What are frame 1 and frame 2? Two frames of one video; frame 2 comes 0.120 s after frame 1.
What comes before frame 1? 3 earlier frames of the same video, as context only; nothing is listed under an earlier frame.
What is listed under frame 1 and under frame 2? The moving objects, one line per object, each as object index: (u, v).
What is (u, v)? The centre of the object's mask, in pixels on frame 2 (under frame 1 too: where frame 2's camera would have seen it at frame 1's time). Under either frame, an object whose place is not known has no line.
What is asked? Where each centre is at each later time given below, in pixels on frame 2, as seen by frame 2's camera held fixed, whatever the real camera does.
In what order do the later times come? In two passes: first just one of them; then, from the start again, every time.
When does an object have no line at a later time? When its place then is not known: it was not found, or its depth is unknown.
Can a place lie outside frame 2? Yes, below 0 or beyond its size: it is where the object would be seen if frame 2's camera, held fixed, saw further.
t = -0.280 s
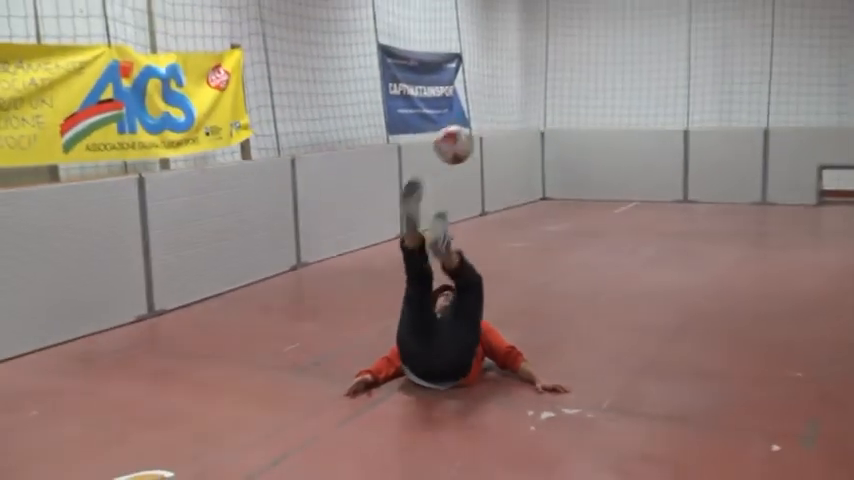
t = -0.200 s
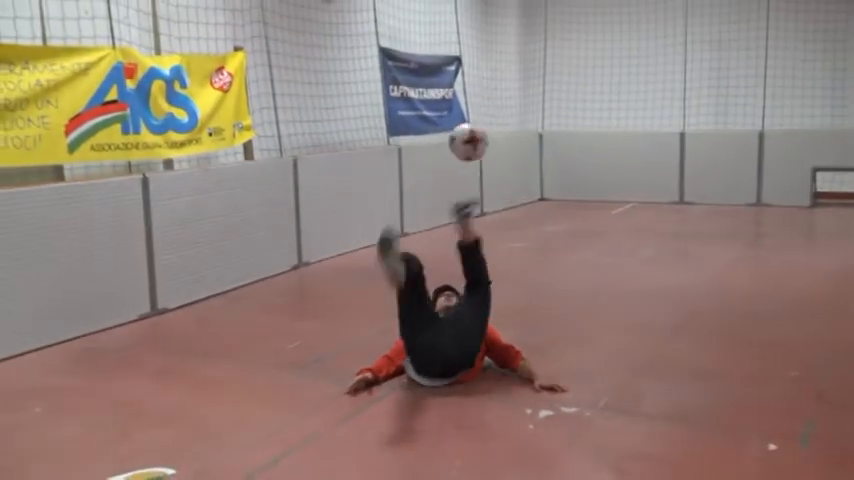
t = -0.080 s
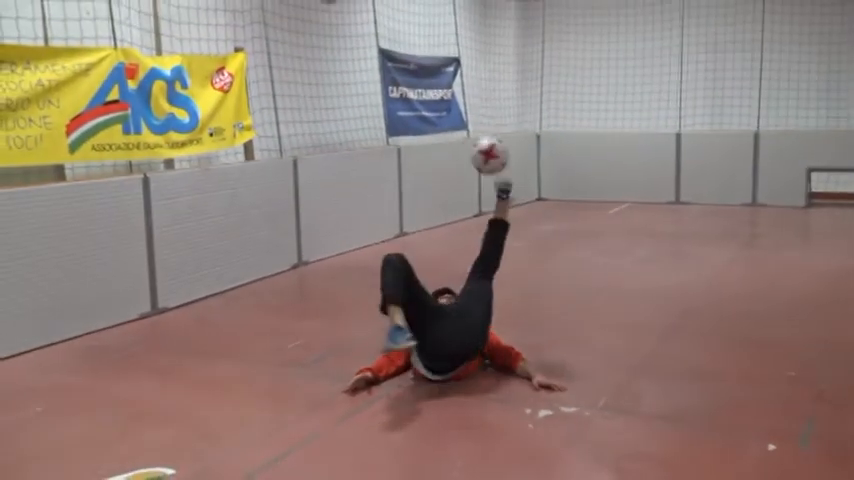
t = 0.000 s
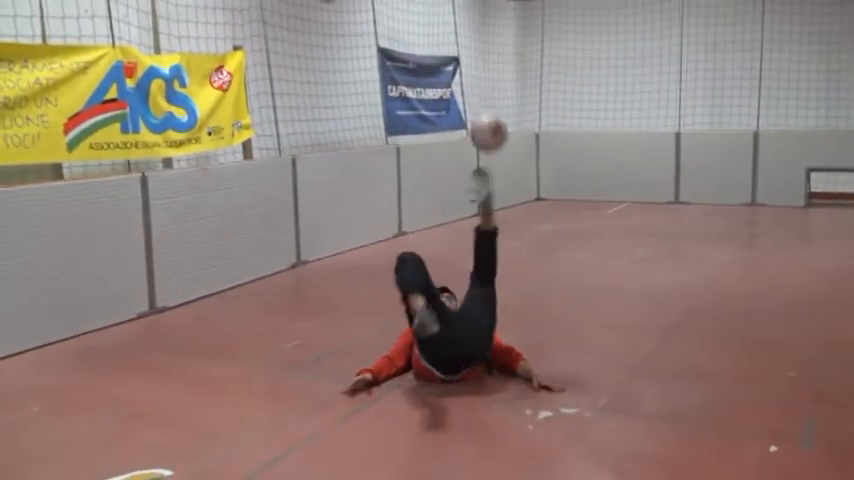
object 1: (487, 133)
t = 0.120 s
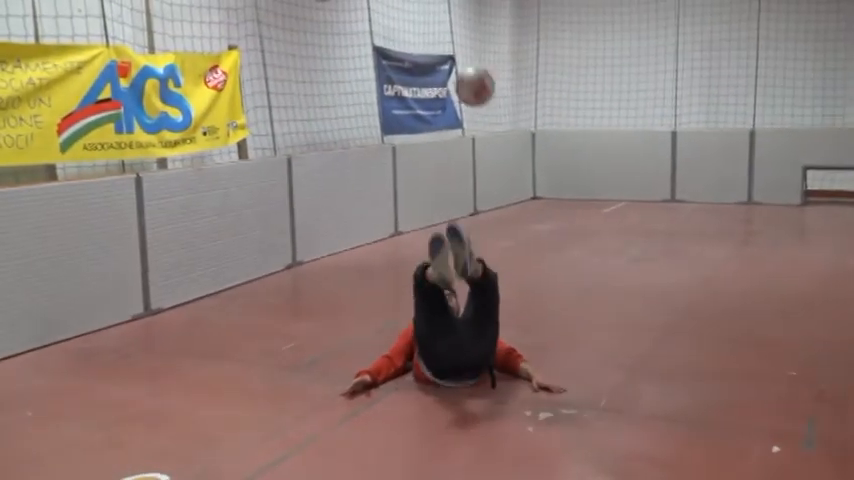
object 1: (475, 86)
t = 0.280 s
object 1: (465, 62)
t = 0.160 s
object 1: (472, 77)
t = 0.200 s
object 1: (470, 69)
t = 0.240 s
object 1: (468, 63)
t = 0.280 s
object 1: (465, 62)
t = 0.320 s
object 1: (462, 62)
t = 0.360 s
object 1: (459, 66)
